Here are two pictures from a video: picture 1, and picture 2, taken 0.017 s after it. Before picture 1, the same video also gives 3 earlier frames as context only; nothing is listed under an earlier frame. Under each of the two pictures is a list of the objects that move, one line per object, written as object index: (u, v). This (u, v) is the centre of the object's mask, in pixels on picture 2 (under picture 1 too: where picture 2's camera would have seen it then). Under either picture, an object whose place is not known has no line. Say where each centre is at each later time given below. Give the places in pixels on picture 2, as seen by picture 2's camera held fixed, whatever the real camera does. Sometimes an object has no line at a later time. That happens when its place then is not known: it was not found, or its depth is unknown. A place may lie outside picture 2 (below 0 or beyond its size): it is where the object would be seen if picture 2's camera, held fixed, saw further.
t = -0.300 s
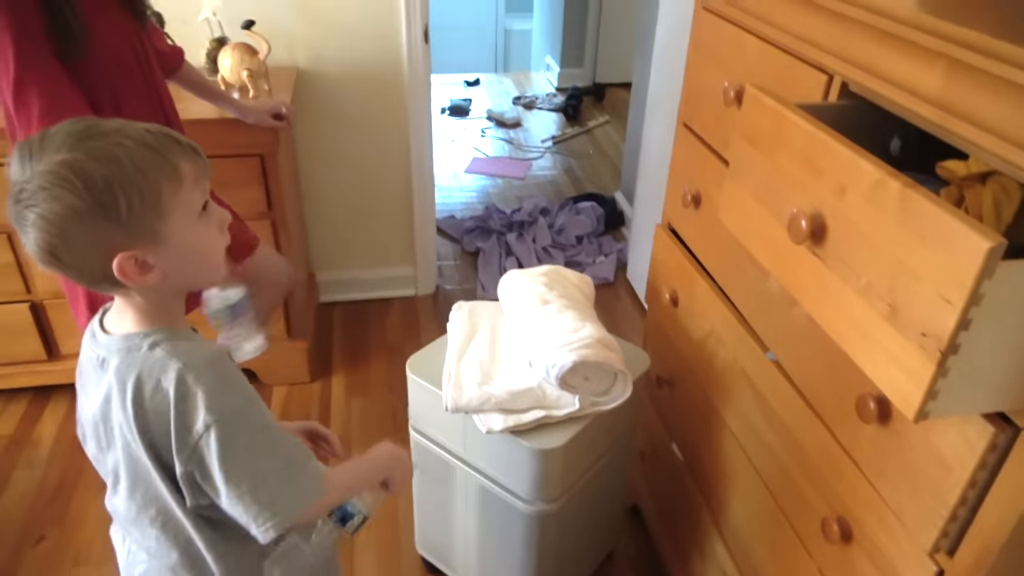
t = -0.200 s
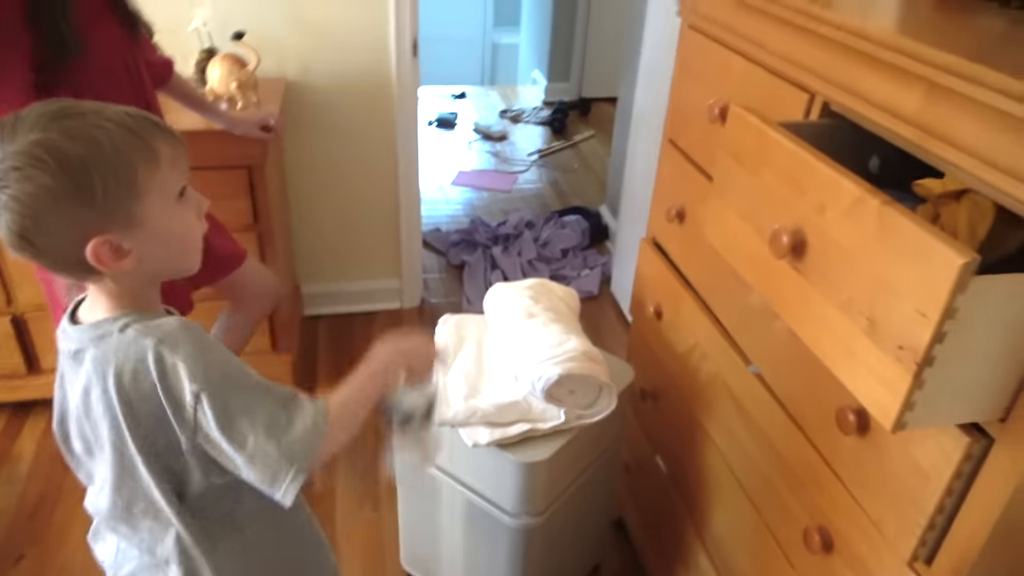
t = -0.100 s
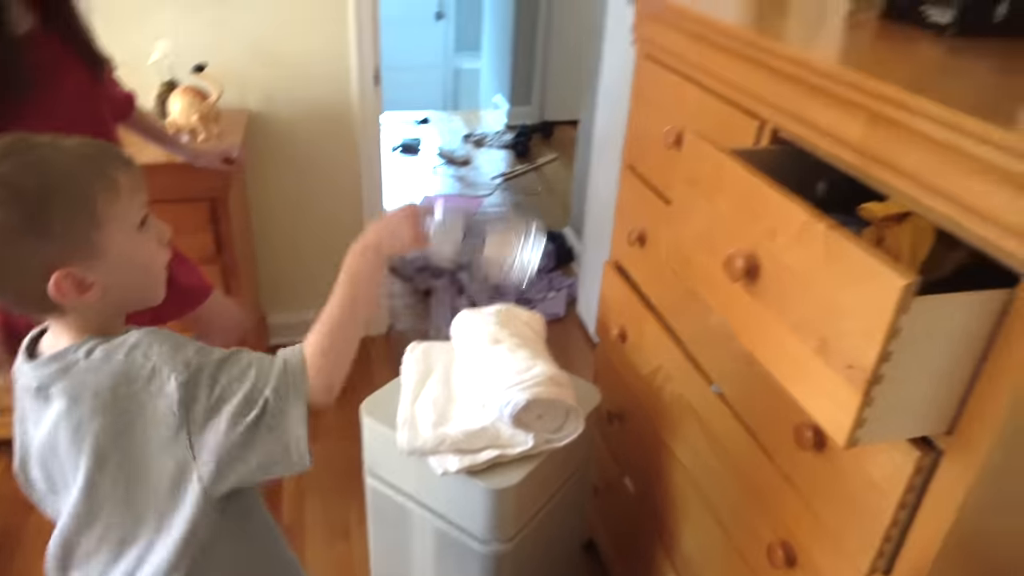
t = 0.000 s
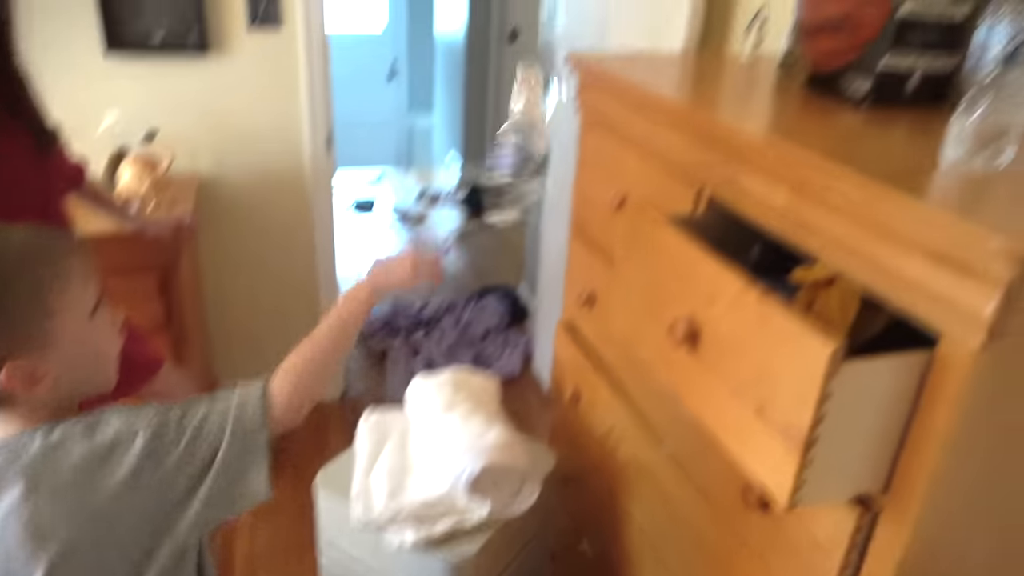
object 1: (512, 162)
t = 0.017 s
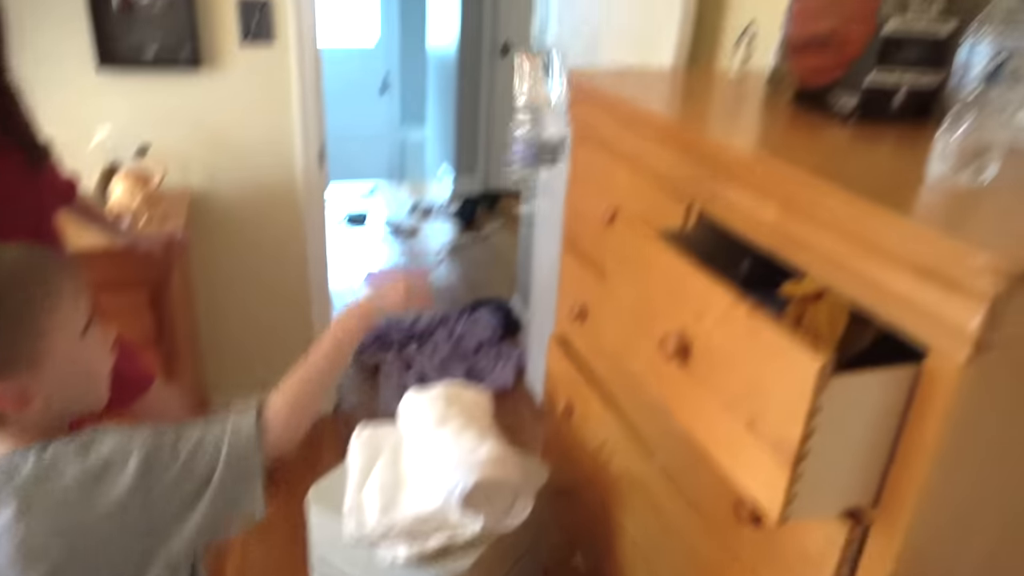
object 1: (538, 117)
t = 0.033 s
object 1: (558, 87)
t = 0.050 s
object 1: (576, 60)
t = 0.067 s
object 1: (588, 21)
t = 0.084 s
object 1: (605, -2)
